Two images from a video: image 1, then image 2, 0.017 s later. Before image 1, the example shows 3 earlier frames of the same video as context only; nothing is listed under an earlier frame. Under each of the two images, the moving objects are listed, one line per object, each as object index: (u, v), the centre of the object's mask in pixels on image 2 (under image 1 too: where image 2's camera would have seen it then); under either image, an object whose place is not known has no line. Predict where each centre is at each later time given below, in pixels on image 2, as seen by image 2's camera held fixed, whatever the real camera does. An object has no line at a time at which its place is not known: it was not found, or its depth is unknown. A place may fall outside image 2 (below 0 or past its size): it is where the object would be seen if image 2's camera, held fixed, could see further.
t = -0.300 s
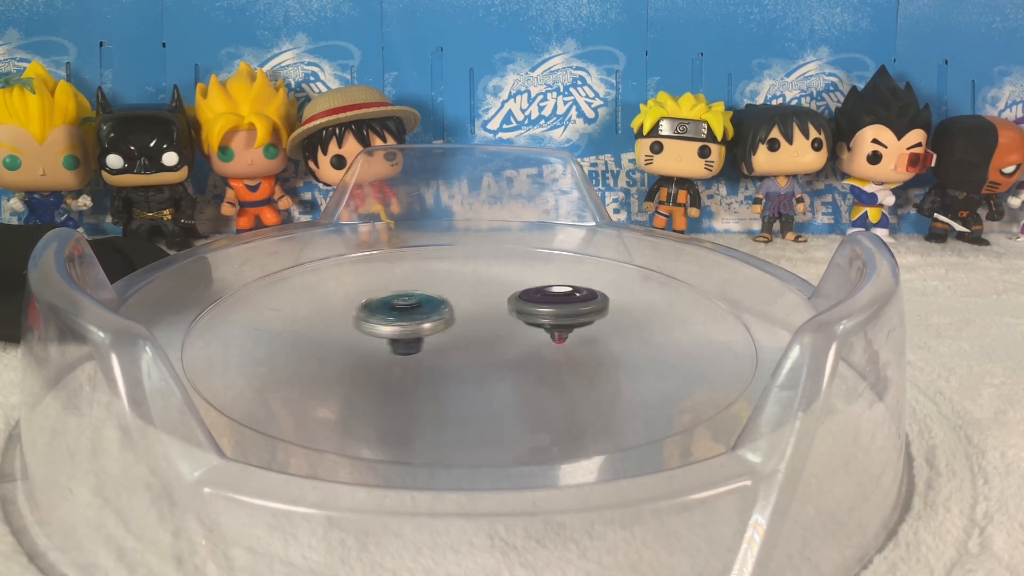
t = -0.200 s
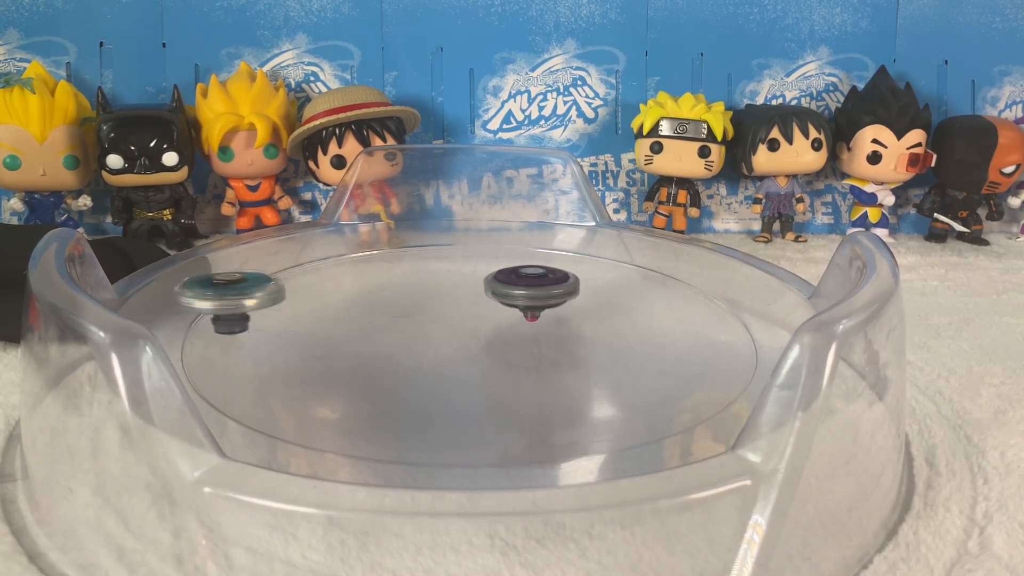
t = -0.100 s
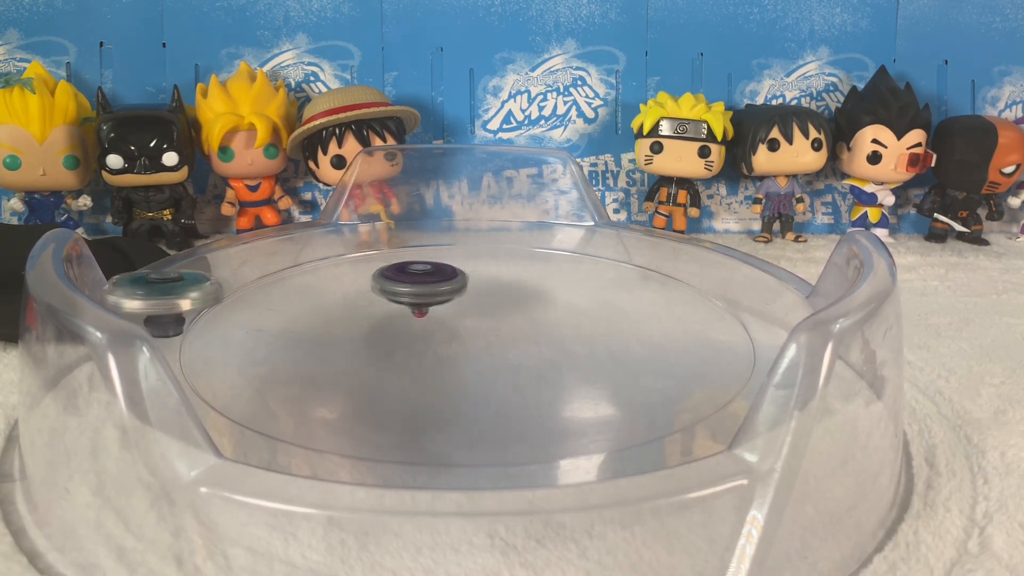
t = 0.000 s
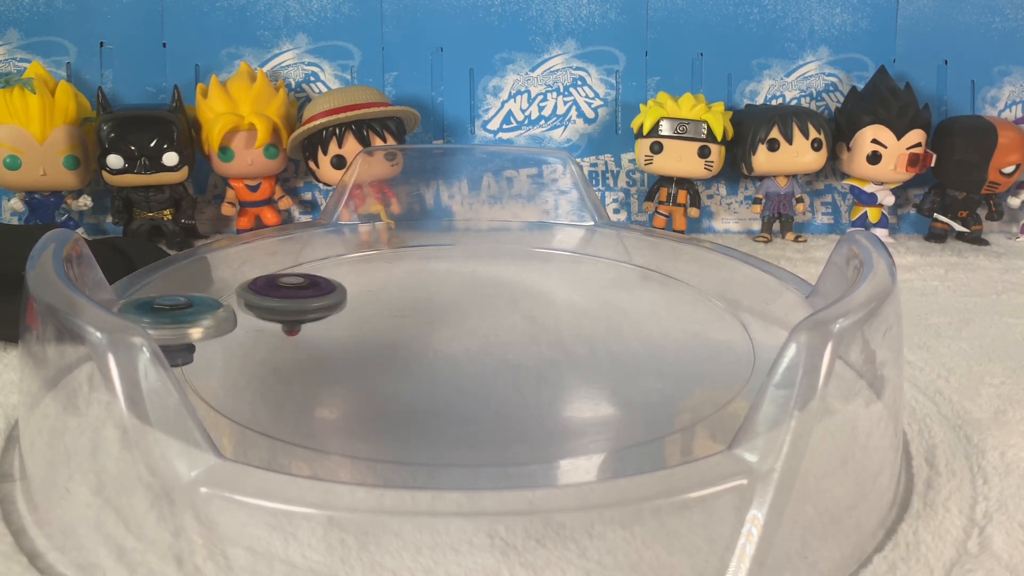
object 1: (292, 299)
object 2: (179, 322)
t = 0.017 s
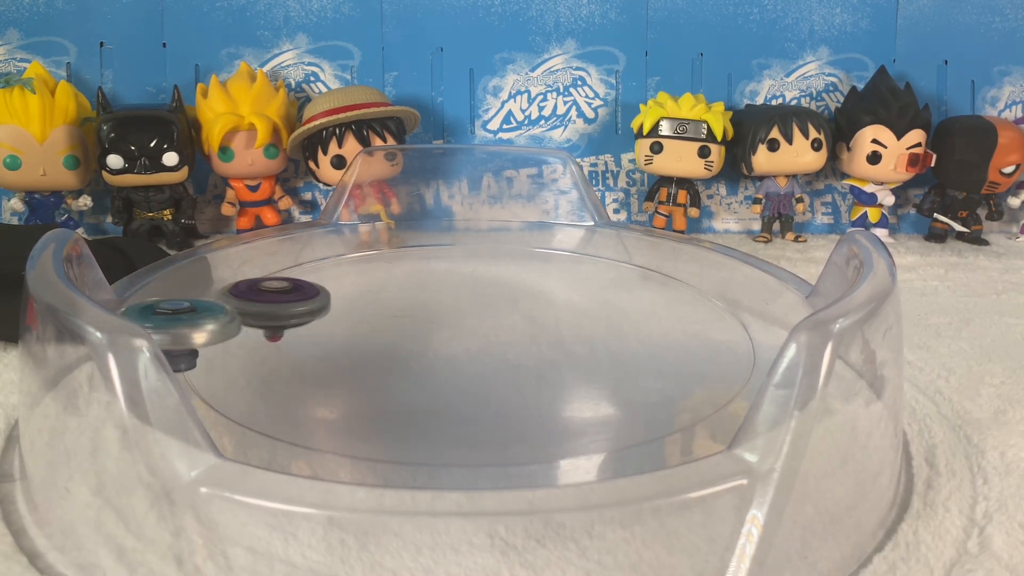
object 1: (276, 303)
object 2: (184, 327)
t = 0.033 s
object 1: (266, 308)
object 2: (188, 331)
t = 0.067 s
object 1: (264, 312)
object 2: (187, 342)
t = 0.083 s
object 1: (281, 307)
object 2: (208, 345)
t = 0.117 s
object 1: (301, 306)
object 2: (285, 367)
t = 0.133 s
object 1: (314, 309)
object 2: (328, 391)
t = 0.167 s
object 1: (334, 309)
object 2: (424, 421)
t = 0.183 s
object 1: (343, 309)
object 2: (470, 422)
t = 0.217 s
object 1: (356, 310)
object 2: (565, 428)
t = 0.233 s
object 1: (361, 311)
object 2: (609, 419)
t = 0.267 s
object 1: (364, 313)
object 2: (686, 411)
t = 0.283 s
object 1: (363, 312)
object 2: (697, 401)
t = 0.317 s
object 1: (359, 314)
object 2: (698, 397)
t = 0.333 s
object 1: (356, 315)
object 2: (691, 405)
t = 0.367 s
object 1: (350, 317)
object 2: (673, 418)
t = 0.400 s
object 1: (345, 321)
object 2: (654, 421)
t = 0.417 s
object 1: (345, 323)
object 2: (645, 422)
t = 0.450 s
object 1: (348, 328)
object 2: (625, 424)
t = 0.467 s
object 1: (352, 330)
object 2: (616, 424)
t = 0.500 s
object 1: (364, 335)
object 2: (600, 423)
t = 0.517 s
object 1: (371, 337)
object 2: (591, 424)
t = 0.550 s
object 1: (390, 339)
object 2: (576, 420)
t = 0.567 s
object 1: (400, 339)
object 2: (569, 417)
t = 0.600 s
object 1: (421, 338)
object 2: (560, 409)
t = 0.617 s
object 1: (430, 336)
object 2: (557, 408)
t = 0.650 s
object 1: (446, 330)
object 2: (551, 403)
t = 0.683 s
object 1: (456, 322)
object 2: (546, 395)
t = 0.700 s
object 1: (458, 317)
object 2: (545, 391)
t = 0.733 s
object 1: (457, 308)
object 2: (541, 381)
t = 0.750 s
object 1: (454, 303)
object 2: (540, 377)
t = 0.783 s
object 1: (445, 294)
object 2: (536, 367)
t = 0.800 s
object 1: (439, 290)
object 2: (533, 362)
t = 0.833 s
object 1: (422, 283)
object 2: (526, 352)
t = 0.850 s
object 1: (413, 280)
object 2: (522, 348)
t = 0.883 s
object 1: (393, 277)
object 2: (512, 339)
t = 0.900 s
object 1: (383, 277)
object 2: (506, 336)
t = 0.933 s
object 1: (363, 278)
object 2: (494, 330)
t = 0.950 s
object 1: (353, 280)
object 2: (487, 327)
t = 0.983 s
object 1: (337, 285)
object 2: (471, 323)
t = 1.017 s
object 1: (326, 294)
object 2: (455, 319)
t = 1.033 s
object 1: (324, 300)
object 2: (447, 318)
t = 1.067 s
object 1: (326, 312)
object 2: (431, 315)
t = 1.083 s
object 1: (303, 314)
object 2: (448, 314)
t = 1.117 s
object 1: (255, 317)
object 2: (494, 309)
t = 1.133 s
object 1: (235, 320)
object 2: (515, 307)
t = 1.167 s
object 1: (210, 327)
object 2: (553, 300)
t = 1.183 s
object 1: (205, 331)
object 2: (569, 298)
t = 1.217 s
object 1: (209, 343)
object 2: (596, 290)
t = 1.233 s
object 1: (215, 350)
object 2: (608, 287)
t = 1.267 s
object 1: (240, 364)
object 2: (626, 281)
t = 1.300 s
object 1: (280, 377)
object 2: (637, 277)
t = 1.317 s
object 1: (306, 383)
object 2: (640, 275)
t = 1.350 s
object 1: (365, 391)
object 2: (641, 273)
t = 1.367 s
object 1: (397, 394)
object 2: (640, 272)
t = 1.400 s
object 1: (462, 394)
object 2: (631, 272)
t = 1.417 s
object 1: (494, 392)
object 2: (625, 272)
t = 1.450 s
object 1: (548, 383)
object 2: (609, 272)
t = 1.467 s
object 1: (572, 377)
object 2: (599, 273)
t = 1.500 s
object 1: (608, 361)
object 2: (576, 275)
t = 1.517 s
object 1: (621, 352)
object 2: (564, 275)
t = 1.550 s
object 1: (636, 333)
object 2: (539, 276)
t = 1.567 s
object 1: (639, 323)
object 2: (526, 277)
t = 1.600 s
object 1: (635, 303)
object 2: (502, 277)
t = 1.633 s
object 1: (622, 284)
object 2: (480, 277)
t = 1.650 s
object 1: (613, 276)
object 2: (470, 277)
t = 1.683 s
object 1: (589, 260)
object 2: (452, 278)
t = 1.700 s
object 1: (575, 253)
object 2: (443, 278)
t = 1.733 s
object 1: (546, 241)
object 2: (428, 280)
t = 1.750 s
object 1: (532, 236)
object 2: (422, 280)
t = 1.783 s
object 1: (502, 229)
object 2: (409, 283)
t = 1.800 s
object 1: (487, 226)
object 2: (403, 284)
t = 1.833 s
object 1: (456, 221)
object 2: (393, 288)
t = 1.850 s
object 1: (438, 224)
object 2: (388, 290)
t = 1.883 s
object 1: (403, 225)
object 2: (381, 294)
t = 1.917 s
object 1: (365, 229)
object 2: (376, 299)
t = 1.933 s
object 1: (348, 232)
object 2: (374, 301)
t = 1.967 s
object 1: (315, 238)
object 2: (372, 307)
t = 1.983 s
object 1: (302, 242)
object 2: (371, 309)
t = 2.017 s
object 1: (280, 251)
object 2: (372, 315)
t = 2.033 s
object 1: (271, 257)
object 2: (373, 318)
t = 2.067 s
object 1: (258, 269)
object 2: (378, 323)
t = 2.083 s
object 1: (253, 277)
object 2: (381, 327)
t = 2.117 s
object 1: (248, 293)
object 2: (389, 332)
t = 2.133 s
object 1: (249, 302)
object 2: (393, 334)
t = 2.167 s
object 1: (256, 321)
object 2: (405, 338)
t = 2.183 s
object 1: (263, 331)
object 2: (411, 340)
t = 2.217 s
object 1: (287, 350)
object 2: (423, 343)
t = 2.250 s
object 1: (325, 366)
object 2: (438, 344)
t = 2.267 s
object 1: (347, 373)
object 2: (446, 345)
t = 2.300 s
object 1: (402, 382)
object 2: (465, 339)
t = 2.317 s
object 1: (432, 385)
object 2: (471, 337)
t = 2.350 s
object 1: (492, 386)
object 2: (475, 335)
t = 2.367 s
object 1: (521, 384)
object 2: (477, 336)
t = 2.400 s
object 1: (575, 375)
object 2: (489, 340)
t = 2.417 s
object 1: (599, 369)
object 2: (497, 340)
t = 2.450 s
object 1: (635, 353)
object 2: (506, 337)
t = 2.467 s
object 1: (650, 345)
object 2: (509, 336)
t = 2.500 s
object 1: (669, 325)
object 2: (515, 332)
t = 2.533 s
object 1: (677, 306)
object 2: (519, 329)
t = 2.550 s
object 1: (676, 297)
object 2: (520, 327)
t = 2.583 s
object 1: (670, 280)
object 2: (521, 324)
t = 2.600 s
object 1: (665, 273)
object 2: (521, 322)
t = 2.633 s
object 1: (650, 259)
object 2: (520, 319)
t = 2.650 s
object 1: (641, 254)
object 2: (520, 318)
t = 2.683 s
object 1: (621, 244)
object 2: (517, 315)
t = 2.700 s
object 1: (610, 240)
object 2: (515, 314)
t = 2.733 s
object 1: (587, 233)
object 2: (511, 312)
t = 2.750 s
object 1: (574, 230)
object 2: (508, 311)
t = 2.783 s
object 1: (542, 227)
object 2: (504, 310)
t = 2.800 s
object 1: (526, 226)
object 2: (501, 309)
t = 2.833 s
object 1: (497, 226)
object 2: (494, 309)
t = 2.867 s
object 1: (470, 227)
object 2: (488, 310)
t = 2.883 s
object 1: (457, 228)
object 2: (485, 311)
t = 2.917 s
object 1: (429, 233)
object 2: (480, 313)
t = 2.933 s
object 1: (415, 236)
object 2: (477, 314)
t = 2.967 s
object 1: (388, 244)
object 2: (472, 316)
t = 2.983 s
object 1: (375, 248)
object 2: (470, 317)
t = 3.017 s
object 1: (350, 260)
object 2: (467, 320)
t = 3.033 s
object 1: (339, 267)
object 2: (465, 321)
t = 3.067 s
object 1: (320, 282)
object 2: (464, 325)
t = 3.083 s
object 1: (312, 290)
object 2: (463, 326)
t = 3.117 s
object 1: (304, 308)
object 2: (464, 328)
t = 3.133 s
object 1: (303, 318)
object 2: (465, 330)
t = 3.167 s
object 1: (310, 337)
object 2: (467, 332)
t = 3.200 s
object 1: (329, 354)
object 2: (471, 334)
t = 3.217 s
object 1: (342, 363)
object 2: (473, 336)
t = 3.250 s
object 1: (379, 377)
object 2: (478, 338)
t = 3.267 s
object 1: (400, 382)
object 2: (482, 339)
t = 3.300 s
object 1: (452, 388)
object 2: (488, 335)
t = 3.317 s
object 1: (480, 389)
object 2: (489, 335)
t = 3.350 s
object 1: (536, 388)
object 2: (491, 338)
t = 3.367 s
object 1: (563, 386)
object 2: (493, 341)
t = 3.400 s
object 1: (614, 377)
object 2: (503, 344)
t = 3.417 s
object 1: (636, 371)
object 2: (506, 344)
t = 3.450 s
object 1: (675, 357)
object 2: (510, 344)
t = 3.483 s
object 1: (702, 343)
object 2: (516, 343)
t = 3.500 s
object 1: (712, 336)
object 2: (518, 342)
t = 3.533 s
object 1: (723, 321)
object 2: (522, 342)
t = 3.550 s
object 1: (725, 314)
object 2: (523, 342)
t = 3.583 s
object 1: (724, 301)
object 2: (525, 340)
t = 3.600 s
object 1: (721, 295)
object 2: (526, 340)
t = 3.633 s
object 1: (709, 284)
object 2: (525, 338)
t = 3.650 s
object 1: (702, 279)
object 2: (525, 337)
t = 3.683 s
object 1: (684, 271)
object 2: (523, 336)
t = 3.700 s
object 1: (674, 267)
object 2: (522, 335)
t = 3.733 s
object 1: (652, 260)
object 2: (518, 334)
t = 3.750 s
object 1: (639, 258)
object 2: (516, 334)
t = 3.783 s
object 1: (612, 254)
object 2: (512, 333)
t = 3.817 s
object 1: (583, 253)
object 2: (505, 333)
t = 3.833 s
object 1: (567, 253)
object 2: (503, 333)
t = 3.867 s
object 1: (533, 253)
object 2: (497, 333)
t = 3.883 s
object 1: (516, 254)
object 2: (495, 334)
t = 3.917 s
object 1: (481, 258)
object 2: (490, 335)
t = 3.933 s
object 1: (464, 261)
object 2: (488, 335)
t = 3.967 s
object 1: (432, 267)
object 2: (482, 337)
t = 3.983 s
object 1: (416, 271)
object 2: (480, 338)
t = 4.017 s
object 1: (385, 281)
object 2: (475, 340)
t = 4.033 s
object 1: (372, 287)
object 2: (473, 340)
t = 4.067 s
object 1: (349, 300)
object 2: (468, 341)
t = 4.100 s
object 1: (331, 314)
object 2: (466, 343)
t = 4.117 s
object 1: (324, 321)
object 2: (465, 343)
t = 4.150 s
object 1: (318, 338)
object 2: (464, 345)
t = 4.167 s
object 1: (319, 345)
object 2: (464, 346)
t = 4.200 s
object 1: (329, 359)
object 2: (465, 348)
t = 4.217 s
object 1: (337, 366)
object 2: (467, 348)
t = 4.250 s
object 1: (363, 378)
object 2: (471, 349)
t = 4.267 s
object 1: (379, 384)
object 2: (473, 349)
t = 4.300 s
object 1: (420, 393)
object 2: (478, 344)
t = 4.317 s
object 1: (446, 396)
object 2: (478, 344)
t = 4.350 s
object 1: (495, 399)
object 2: (476, 345)
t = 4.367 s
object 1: (520, 399)
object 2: (477, 347)
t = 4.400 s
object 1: (570, 398)
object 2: (482, 353)
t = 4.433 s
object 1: (612, 393)
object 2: (486, 354)
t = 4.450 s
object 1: (633, 391)
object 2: (488, 354)
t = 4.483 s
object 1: (667, 384)
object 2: (491, 354)
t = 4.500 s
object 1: (681, 380)
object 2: (492, 355)
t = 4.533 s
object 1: (705, 370)
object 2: (495, 355)
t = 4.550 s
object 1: (713, 365)
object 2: (496, 356)
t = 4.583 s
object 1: (725, 355)
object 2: (499, 357)
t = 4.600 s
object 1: (726, 350)
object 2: (500, 357)
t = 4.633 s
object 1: (723, 340)
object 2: (500, 357)
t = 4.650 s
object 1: (719, 334)
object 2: (500, 358)
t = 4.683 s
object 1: (703, 324)
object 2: (500, 358)
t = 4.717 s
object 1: (682, 316)
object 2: (500, 359)
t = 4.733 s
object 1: (670, 312)
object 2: (499, 359)
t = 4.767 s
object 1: (642, 306)
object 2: (499, 360)
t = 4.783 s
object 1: (626, 304)
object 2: (499, 360)
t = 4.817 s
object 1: (596, 301)
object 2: (498, 362)
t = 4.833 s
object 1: (579, 300)
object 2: (497, 363)
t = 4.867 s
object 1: (544, 300)
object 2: (495, 363)
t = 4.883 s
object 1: (526, 300)
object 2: (494, 364)
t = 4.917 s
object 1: (491, 302)
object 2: (494, 365)
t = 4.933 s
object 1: (475, 304)
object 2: (494, 365)
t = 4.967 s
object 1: (440, 311)
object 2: (490, 366)
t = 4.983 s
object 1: (425, 314)
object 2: (488, 366)
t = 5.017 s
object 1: (395, 322)
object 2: (486, 366)
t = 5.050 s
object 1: (371, 333)
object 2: (484, 366)
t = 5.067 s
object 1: (360, 338)
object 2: (484, 366)
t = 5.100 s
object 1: (344, 351)
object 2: (485, 367)
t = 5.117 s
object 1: (339, 357)
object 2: (484, 367)
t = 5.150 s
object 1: (335, 372)
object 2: (485, 366)
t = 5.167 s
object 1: (336, 379)
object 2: (486, 366)
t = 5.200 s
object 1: (347, 394)
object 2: (487, 366)
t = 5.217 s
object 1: (356, 401)
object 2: (488, 366)
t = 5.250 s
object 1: (381, 414)
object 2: (488, 366)
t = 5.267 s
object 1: (397, 419)
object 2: (489, 366)
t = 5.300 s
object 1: (436, 428)
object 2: (491, 363)
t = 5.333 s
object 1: (483, 433)
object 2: (491, 362)
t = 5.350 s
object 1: (507, 434)
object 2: (492, 362)
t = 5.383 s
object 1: (554, 433)
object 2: (492, 363)
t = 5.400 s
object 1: (576, 432)
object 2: (492, 362)
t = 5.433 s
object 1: (615, 425)
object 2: (493, 361)
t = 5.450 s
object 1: (631, 420)
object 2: (493, 361)
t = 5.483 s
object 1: (659, 409)
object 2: (493, 360)
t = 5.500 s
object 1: (668, 402)
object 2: (494, 359)
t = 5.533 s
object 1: (679, 389)
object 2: (494, 358)
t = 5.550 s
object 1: (681, 381)
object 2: (494, 358)
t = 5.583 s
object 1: (677, 367)
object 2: (495, 356)
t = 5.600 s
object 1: (672, 360)
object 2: (495, 356)
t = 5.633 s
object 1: (656, 347)
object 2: (495, 354)
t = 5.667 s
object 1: (634, 335)
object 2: (495, 353)
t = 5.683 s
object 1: (621, 330)
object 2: (495, 352)
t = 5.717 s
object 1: (594, 321)
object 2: (496, 351)
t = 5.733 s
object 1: (579, 317)
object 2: (496, 351)
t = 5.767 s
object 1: (562, 303)
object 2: (481, 352)
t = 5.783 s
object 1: (560, 295)
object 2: (466, 358)
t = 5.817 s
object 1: (548, 281)
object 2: (442, 365)
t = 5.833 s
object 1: (539, 275)
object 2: (432, 367)
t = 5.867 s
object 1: (517, 266)
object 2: (417, 372)
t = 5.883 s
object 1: (504, 263)
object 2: (413, 374)
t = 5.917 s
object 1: (474, 259)
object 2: (411, 377)
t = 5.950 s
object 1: (441, 257)
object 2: (417, 381)
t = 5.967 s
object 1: (425, 257)
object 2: (422, 383)
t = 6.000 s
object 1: (396, 257)
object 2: (433, 386)
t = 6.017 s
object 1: (383, 258)
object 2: (440, 387)
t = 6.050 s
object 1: (357, 262)
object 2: (453, 389)
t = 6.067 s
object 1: (345, 264)
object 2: (461, 390)
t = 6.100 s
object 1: (324, 270)
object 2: (475, 391)
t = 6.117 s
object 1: (314, 274)
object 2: (482, 390)
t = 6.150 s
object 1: (298, 282)
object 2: (496, 390)
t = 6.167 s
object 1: (292, 288)
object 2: (502, 388)
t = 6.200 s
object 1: (282, 300)
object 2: (514, 386)
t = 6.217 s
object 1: (280, 306)
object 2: (519, 385)
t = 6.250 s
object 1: (280, 321)
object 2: (529, 382)
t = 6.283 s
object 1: (287, 337)
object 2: (537, 378)
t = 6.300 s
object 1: (292, 346)
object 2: (540, 376)
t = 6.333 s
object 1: (313, 364)
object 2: (545, 372)
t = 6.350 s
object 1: (328, 373)
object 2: (547, 370)
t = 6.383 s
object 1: (364, 388)
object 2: (550, 365)
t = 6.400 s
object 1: (386, 394)
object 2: (550, 363)
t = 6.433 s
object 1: (433, 403)
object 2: (551, 358)
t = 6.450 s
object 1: (456, 406)
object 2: (550, 357)
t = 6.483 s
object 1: (505, 407)
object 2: (549, 349)
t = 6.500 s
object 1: (529, 406)
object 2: (548, 346)
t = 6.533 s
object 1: (575, 400)
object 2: (541, 342)
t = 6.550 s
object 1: (593, 394)
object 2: (537, 341)
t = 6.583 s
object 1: (625, 383)
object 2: (532, 342)
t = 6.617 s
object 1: (648, 368)
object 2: (528, 340)
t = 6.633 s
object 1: (654, 360)
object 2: (525, 339)
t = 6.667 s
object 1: (662, 344)
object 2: (518, 337)
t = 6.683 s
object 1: (662, 336)
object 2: (514, 336)
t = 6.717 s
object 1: (658, 320)
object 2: (507, 334)
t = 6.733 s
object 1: (653, 312)
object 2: (503, 334)
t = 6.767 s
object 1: (639, 299)
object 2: (497, 334)
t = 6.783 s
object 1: (630, 293)
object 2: (493, 334)
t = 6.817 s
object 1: (610, 283)
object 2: (487, 334)
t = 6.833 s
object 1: (598, 278)
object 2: (484, 334)
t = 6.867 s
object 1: (574, 271)
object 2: (479, 336)
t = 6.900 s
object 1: (550, 266)
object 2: (474, 338)
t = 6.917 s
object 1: (537, 265)
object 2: (472, 339)
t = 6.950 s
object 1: (512, 263)
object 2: (470, 341)
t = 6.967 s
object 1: (499, 263)
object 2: (469, 342)
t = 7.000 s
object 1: (475, 266)
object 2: (469, 345)
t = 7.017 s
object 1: (462, 268)
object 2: (470, 347)
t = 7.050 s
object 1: (440, 274)
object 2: (472, 350)
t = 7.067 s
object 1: (429, 278)
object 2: (474, 352)
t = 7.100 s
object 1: (411, 288)
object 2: (477, 354)
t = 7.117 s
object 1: (403, 293)
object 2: (480, 356)
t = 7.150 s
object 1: (392, 305)
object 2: (485, 358)
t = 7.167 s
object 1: (387, 312)
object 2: (489, 358)
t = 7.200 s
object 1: (385, 326)
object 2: (495, 360)
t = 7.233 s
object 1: (390, 341)
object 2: (503, 361)
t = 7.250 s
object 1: (376, 343)
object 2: (528, 364)
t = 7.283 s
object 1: (326, 336)
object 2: (606, 372)
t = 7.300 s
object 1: (306, 334)
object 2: (645, 372)
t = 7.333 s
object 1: (277, 333)
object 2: (715, 369)
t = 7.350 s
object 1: (268, 334)
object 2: (746, 365)
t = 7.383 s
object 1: (257, 342)
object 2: (801, 358)
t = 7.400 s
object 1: (256, 348)
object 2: (820, 352)
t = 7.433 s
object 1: (260, 362)
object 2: (839, 342)
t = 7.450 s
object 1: (264, 369)
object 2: (847, 342)
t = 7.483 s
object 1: (280, 383)
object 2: (843, 334)
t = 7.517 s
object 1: (305, 398)
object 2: (818, 335)
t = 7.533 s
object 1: (321, 405)
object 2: (805, 336)
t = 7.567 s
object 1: (358, 416)
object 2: (774, 334)
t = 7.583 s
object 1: (380, 421)
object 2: (758, 333)
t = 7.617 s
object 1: (427, 429)
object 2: (727, 331)
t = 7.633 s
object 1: (452, 431)
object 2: (712, 330)
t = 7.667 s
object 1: (503, 433)
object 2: (681, 329)
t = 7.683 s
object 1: (529, 433)
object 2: (666, 328)
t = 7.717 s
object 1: (576, 428)
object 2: (637, 326)
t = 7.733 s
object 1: (598, 425)
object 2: (624, 326)
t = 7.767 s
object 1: (634, 414)
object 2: (599, 324)
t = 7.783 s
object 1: (649, 408)
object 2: (587, 324)
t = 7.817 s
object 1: (671, 394)
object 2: (566, 324)
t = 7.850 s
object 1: (683, 380)
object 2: (549, 326)
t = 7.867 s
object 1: (686, 372)
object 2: (541, 327)
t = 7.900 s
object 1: (685, 357)
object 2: (529, 330)
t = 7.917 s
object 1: (682, 350)
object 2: (524, 332)
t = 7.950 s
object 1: (671, 336)
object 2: (515, 336)
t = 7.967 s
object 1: (663, 330)
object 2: (511, 338)
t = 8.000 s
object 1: (645, 318)
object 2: (504, 343)
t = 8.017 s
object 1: (635, 313)
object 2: (501, 345)
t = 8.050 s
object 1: (612, 303)
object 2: (496, 349)
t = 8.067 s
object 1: (600, 299)
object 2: (493, 352)
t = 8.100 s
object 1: (574, 292)
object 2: (489, 356)
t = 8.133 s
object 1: (546, 287)
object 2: (486, 361)
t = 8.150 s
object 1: (532, 285)
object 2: (484, 363)
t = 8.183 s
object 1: (505, 282)
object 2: (483, 367)
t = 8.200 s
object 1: (491, 282)
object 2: (484, 369)
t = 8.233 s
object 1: (465, 282)
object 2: (485, 373)
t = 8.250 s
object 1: (452, 283)
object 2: (485, 375)
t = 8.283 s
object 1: (427, 287)
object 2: (487, 379)
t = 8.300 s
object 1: (415, 289)
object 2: (488, 380)
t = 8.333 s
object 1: (394, 295)
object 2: (492, 383)
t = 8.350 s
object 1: (384, 299)
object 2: (493, 385)
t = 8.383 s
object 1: (368, 308)
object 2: (497, 387)
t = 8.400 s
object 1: (362, 313)
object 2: (499, 388)
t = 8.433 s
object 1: (353, 323)
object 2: (503, 390)
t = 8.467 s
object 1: (350, 335)
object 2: (507, 392)
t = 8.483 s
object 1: (351, 341)
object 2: (509, 393)
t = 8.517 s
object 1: (358, 354)
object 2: (513, 394)
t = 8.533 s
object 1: (363, 360)
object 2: (516, 394)
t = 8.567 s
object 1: (380, 372)
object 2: (520, 394)
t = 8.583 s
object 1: (390, 377)
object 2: (522, 395)
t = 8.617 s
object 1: (392, 381)
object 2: (552, 395)
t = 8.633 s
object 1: (390, 382)
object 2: (572, 396)
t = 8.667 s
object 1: (397, 386)
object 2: (606, 395)
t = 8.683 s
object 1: (404, 388)
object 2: (619, 394)
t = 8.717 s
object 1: (426, 394)
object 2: (638, 390)
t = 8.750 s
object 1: (451, 397)
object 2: (647, 385)
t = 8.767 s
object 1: (465, 399)
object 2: (648, 382)
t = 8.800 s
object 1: (490, 399)
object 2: (648, 378)
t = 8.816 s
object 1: (503, 398)
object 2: (648, 375)
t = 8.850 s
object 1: (525, 395)
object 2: (645, 370)
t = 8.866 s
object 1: (535, 393)
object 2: (643, 368)
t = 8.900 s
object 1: (531, 391)
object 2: (656, 358)
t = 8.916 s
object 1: (532, 389)
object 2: (658, 353)
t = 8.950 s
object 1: (535, 384)
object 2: (659, 345)
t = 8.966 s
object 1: (536, 381)
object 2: (657, 342)
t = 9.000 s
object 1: (538, 376)
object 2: (650, 336)
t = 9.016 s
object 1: (539, 373)
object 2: (646, 334)
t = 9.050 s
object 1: (537, 368)
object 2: (636, 330)
